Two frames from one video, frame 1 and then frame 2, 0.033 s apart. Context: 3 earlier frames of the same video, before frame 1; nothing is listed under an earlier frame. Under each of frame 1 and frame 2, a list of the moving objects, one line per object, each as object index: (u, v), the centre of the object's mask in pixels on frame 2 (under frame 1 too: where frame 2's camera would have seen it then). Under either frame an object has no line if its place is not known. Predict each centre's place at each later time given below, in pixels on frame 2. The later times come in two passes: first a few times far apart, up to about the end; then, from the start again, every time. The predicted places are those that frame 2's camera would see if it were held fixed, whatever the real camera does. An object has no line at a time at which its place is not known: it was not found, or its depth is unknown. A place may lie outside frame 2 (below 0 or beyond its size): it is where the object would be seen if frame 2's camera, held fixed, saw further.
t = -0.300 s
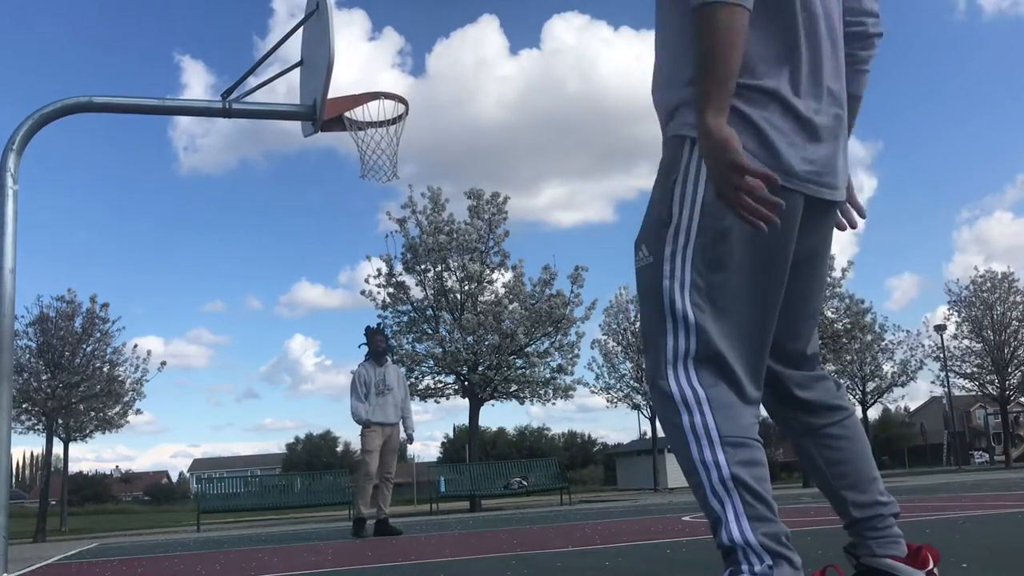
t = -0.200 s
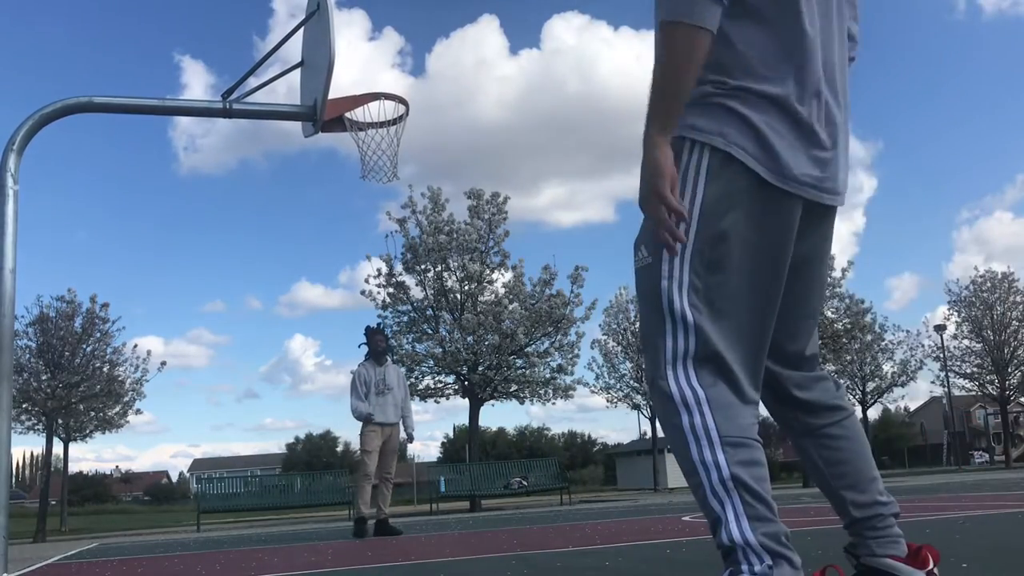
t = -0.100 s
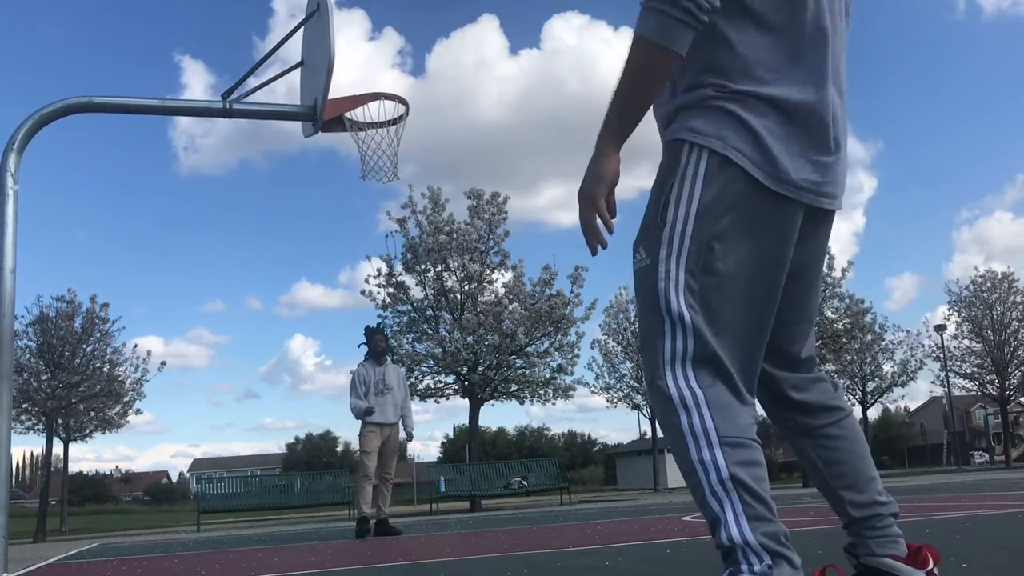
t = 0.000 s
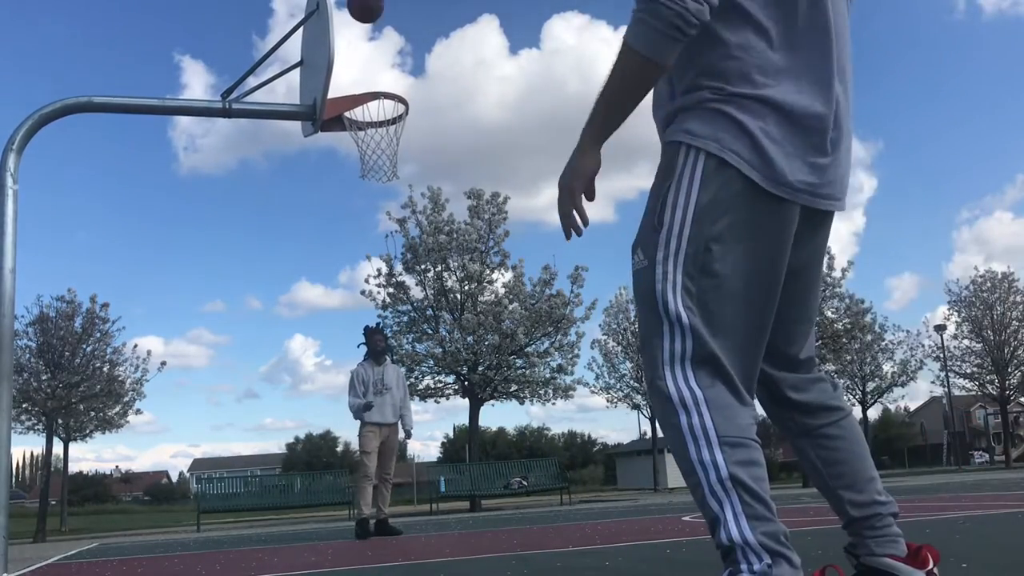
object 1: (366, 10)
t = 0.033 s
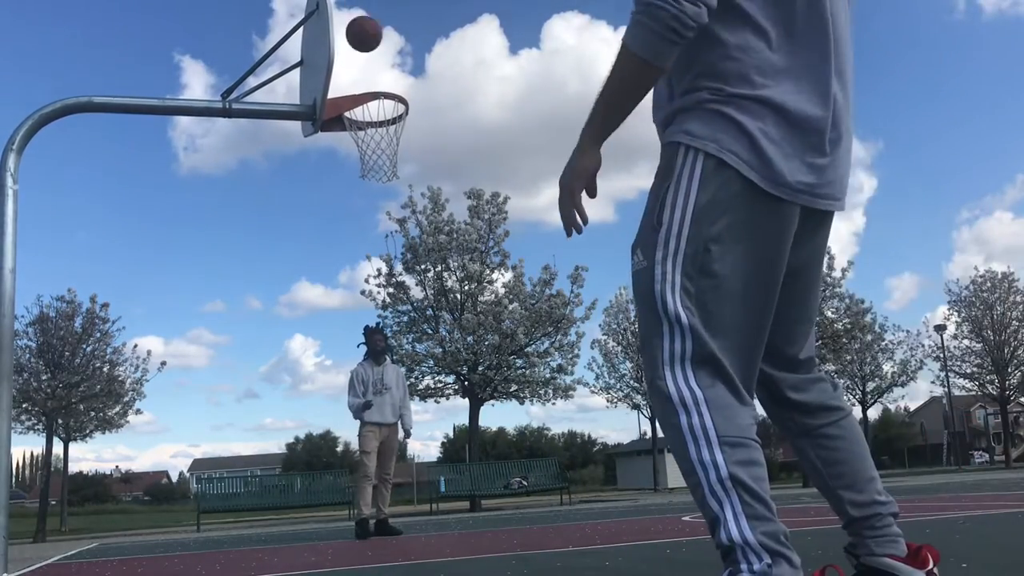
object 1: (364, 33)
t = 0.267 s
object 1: (397, 76)
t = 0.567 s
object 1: (534, 174)
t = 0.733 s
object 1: (627, 303)
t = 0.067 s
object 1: (362, 64)
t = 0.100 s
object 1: (359, 83)
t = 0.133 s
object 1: (350, 78)
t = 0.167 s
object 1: (358, 75)
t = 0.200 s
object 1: (371, 74)
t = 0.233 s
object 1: (384, 74)
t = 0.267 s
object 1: (397, 76)
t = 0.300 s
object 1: (411, 80)
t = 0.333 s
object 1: (425, 85)
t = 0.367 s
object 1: (440, 92)
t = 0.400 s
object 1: (454, 101)
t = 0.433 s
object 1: (470, 111)
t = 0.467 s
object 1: (485, 124)
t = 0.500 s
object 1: (501, 139)
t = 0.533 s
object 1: (517, 155)
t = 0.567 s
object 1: (534, 174)
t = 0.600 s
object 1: (551, 195)
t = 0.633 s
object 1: (569, 219)
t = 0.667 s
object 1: (587, 244)
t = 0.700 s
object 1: (607, 272)
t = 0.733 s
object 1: (627, 303)
